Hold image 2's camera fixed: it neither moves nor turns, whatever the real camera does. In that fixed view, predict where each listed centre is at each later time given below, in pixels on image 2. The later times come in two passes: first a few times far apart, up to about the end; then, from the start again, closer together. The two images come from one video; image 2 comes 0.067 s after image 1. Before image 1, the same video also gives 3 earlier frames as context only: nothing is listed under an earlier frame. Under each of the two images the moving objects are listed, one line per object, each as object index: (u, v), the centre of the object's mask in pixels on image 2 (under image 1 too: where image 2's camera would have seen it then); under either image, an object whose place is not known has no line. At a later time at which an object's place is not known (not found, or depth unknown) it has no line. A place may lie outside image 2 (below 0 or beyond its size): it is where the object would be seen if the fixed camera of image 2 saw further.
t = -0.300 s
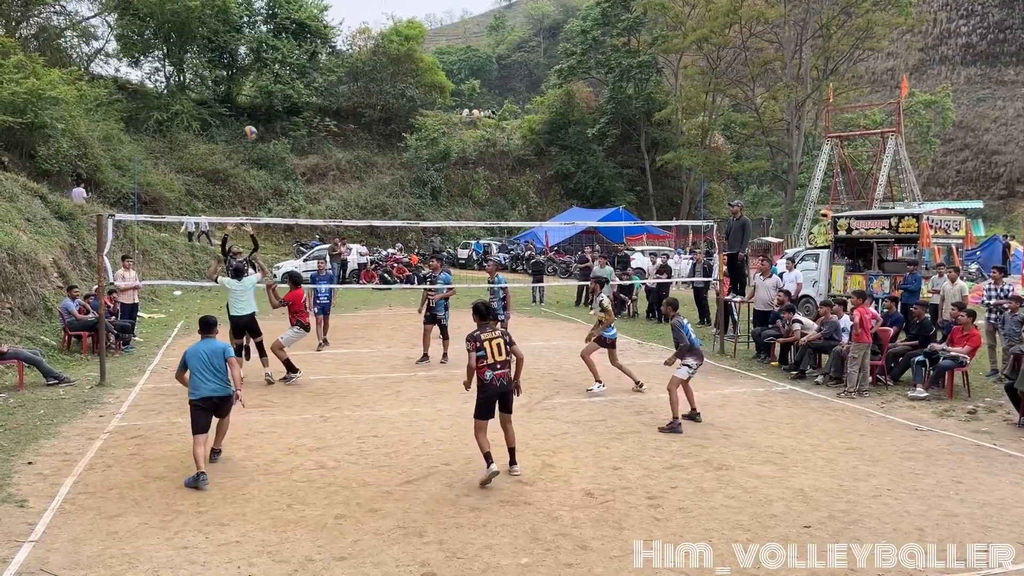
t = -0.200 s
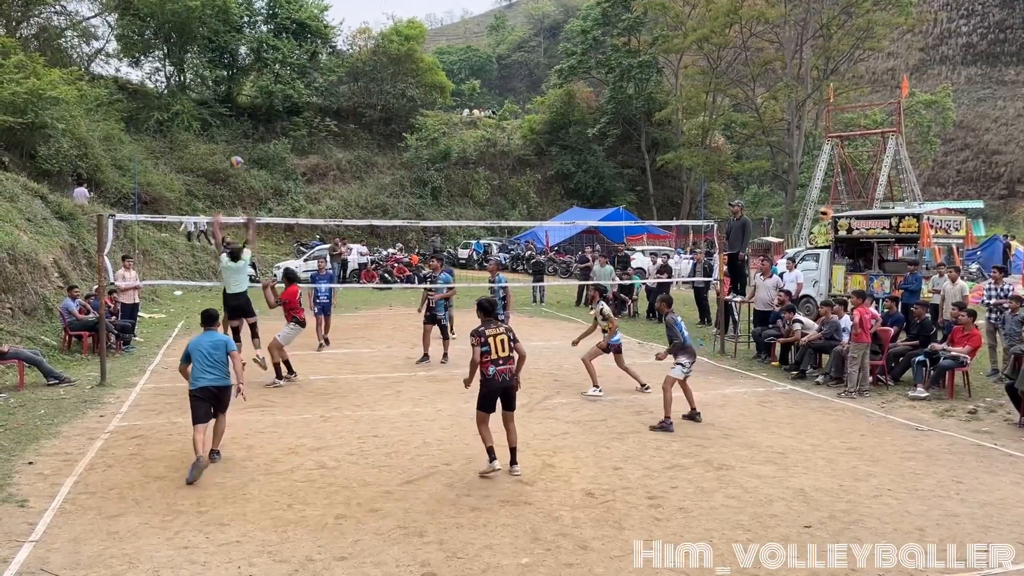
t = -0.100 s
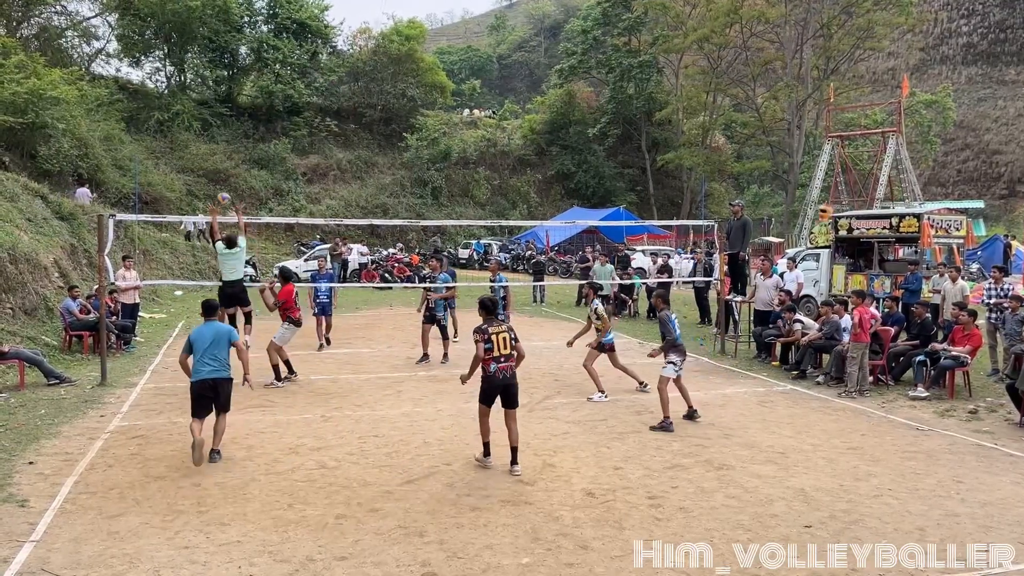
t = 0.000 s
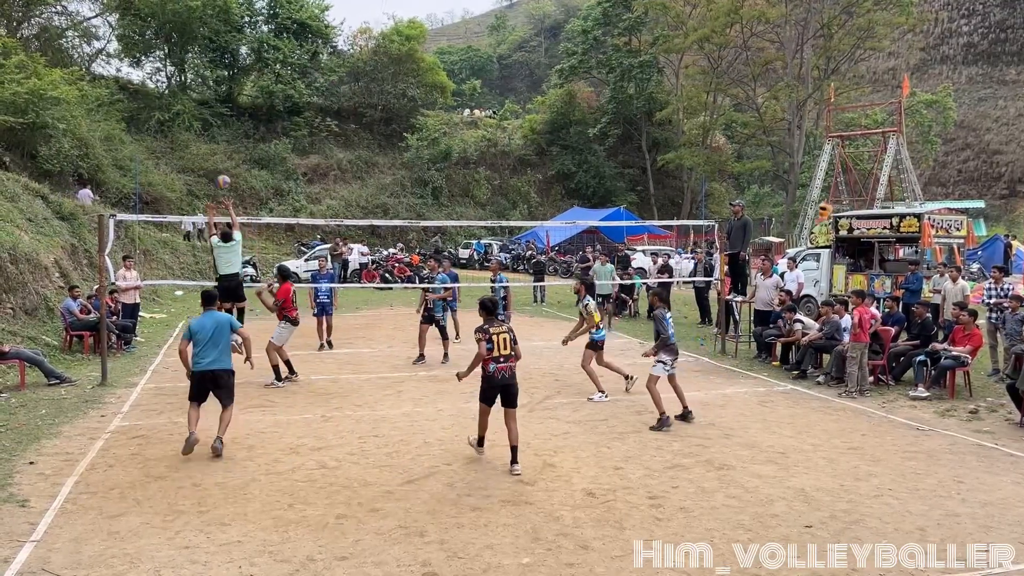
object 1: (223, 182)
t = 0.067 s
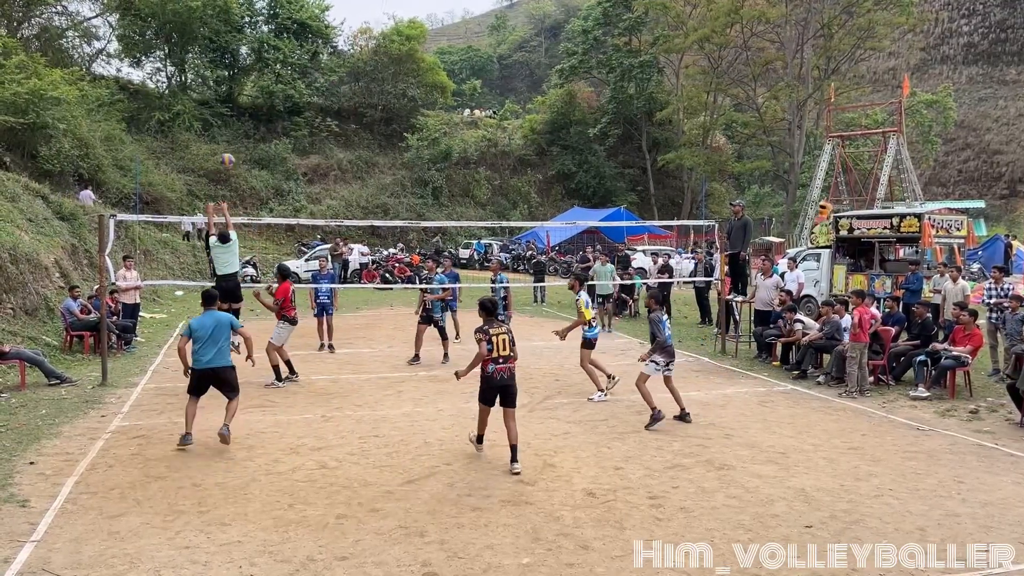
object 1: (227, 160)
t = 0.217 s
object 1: (235, 120)
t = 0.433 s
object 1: (249, 89)
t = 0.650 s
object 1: (272, 92)
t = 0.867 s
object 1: (301, 149)
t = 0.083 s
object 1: (228, 155)
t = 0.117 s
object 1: (229, 146)
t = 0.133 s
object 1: (230, 141)
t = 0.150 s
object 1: (231, 137)
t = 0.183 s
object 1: (233, 128)
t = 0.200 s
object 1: (234, 124)
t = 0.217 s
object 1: (235, 120)
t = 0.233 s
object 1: (236, 117)
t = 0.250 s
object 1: (237, 114)
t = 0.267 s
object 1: (238, 110)
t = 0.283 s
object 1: (238, 108)
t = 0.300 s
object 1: (240, 104)
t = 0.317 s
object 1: (241, 102)
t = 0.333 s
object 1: (243, 99)
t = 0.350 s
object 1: (244, 97)
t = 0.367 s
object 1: (245, 94)
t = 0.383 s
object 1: (245, 93)
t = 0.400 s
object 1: (246, 93)
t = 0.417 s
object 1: (248, 91)
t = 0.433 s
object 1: (249, 89)
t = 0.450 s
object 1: (251, 87)
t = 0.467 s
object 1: (253, 86)
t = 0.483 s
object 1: (254, 86)
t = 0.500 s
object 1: (256, 85)
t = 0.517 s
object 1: (258, 84)
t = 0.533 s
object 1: (260, 84)
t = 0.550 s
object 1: (261, 84)
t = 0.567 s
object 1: (262, 85)
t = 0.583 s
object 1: (264, 86)
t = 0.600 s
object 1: (266, 87)
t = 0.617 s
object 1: (268, 89)
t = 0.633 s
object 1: (270, 91)
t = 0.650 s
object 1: (272, 92)
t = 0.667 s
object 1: (274, 95)
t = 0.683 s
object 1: (276, 98)
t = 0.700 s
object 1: (278, 101)
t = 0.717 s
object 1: (280, 104)
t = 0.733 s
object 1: (282, 108)
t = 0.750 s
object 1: (284, 111)
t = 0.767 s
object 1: (286, 116)
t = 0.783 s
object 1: (289, 120)
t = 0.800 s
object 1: (291, 126)
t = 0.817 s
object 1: (293, 130)
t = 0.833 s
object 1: (296, 136)
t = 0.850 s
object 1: (299, 143)
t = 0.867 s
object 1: (301, 149)
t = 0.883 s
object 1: (303, 156)
